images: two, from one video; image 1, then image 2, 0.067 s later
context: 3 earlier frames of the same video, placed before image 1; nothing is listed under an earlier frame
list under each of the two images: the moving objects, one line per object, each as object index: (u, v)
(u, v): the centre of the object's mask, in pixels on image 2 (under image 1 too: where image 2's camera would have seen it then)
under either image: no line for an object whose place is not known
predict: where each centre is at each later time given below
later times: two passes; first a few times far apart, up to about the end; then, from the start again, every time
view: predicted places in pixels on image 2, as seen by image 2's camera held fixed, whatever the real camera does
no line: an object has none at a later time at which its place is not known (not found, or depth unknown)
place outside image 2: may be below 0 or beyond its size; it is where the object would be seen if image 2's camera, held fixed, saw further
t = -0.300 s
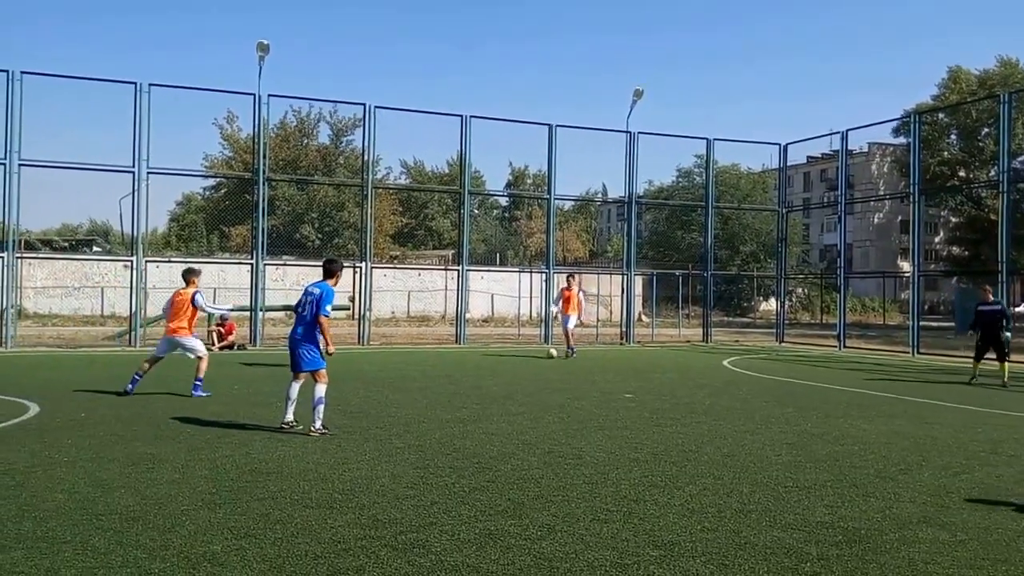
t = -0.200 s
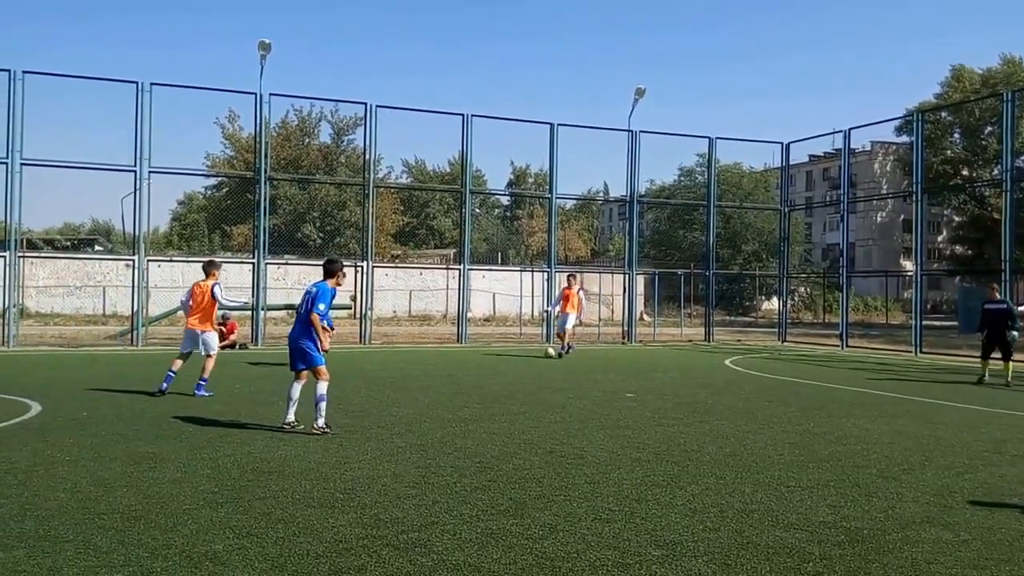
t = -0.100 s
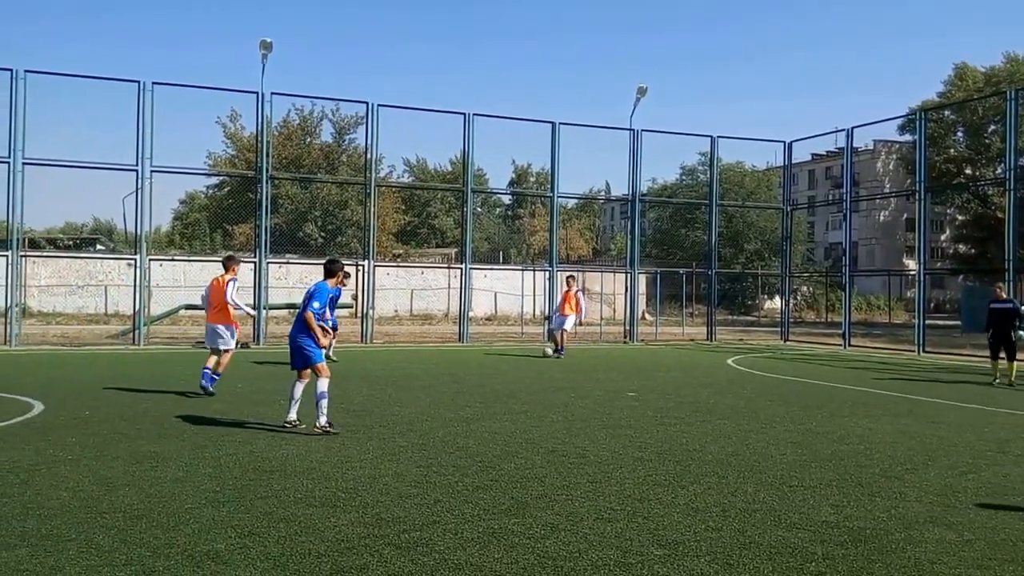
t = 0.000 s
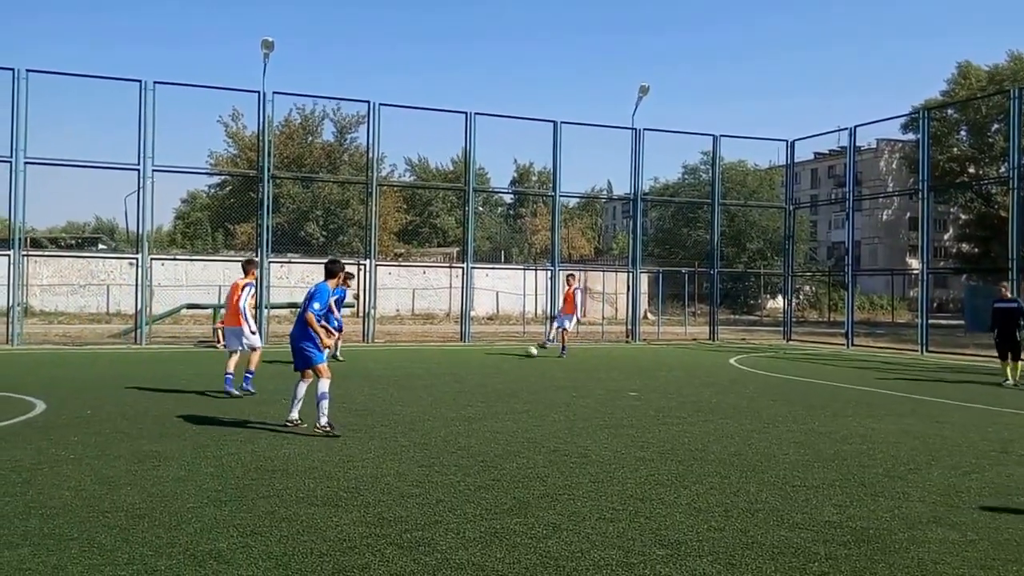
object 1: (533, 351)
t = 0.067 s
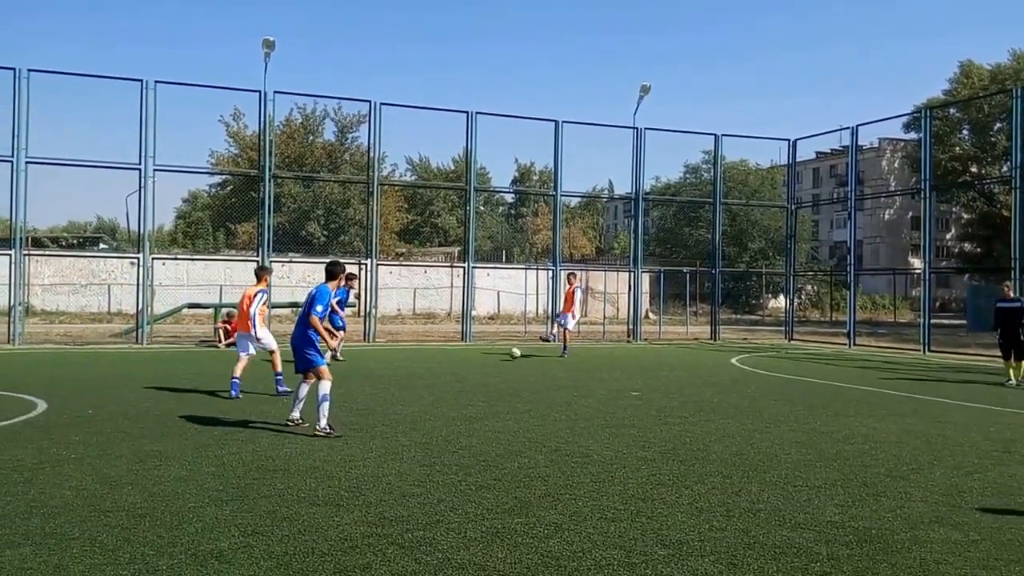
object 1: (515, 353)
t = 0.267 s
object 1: (456, 360)
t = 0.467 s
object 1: (397, 366)
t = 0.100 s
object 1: (505, 355)
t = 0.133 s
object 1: (495, 357)
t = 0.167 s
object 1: (485, 358)
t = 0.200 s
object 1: (476, 358)
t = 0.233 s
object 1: (466, 359)
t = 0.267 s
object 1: (456, 360)
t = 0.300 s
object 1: (446, 362)
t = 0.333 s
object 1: (436, 365)
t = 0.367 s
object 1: (426, 364)
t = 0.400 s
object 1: (417, 364)
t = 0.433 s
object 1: (407, 364)
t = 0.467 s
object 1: (397, 366)
